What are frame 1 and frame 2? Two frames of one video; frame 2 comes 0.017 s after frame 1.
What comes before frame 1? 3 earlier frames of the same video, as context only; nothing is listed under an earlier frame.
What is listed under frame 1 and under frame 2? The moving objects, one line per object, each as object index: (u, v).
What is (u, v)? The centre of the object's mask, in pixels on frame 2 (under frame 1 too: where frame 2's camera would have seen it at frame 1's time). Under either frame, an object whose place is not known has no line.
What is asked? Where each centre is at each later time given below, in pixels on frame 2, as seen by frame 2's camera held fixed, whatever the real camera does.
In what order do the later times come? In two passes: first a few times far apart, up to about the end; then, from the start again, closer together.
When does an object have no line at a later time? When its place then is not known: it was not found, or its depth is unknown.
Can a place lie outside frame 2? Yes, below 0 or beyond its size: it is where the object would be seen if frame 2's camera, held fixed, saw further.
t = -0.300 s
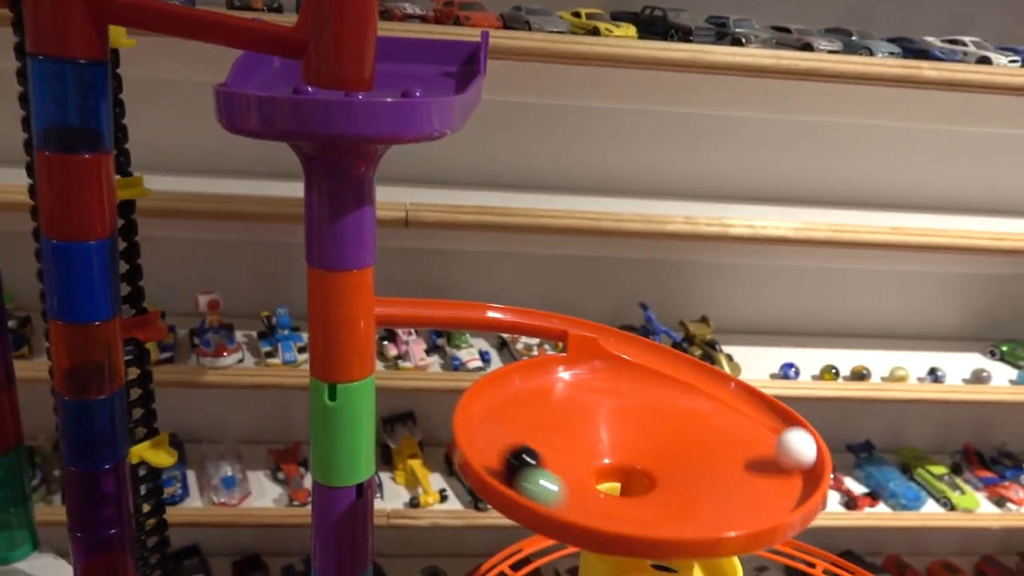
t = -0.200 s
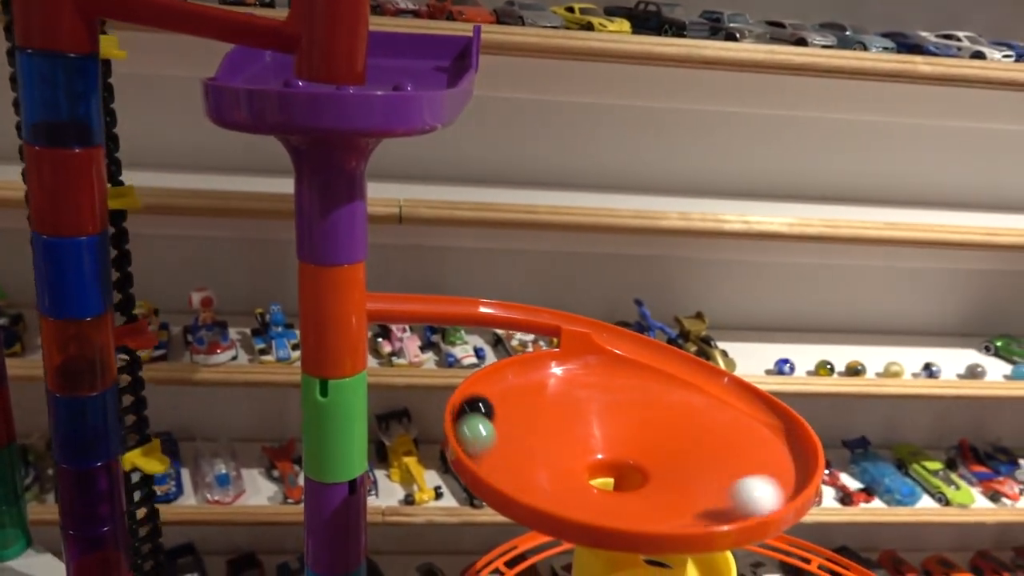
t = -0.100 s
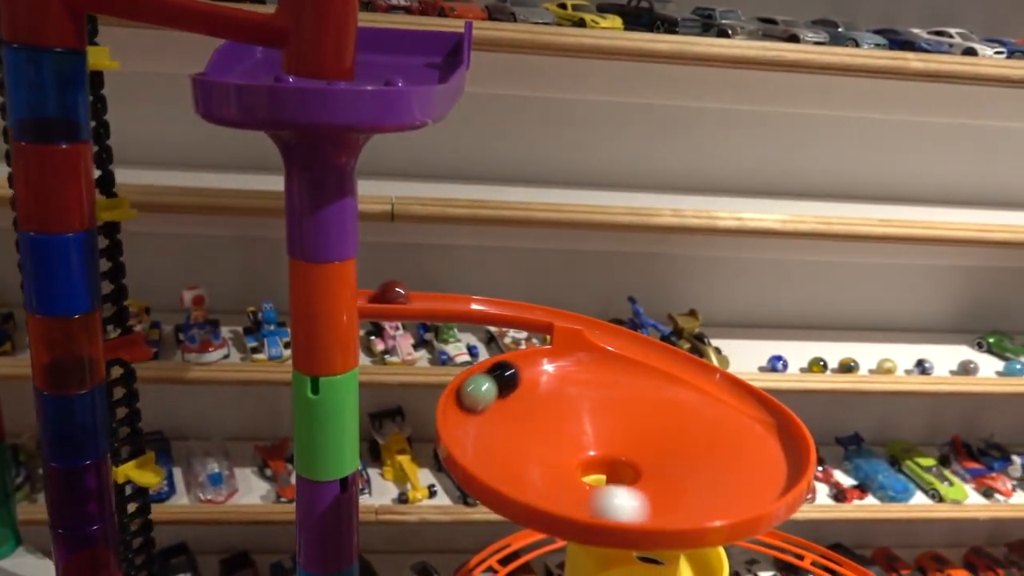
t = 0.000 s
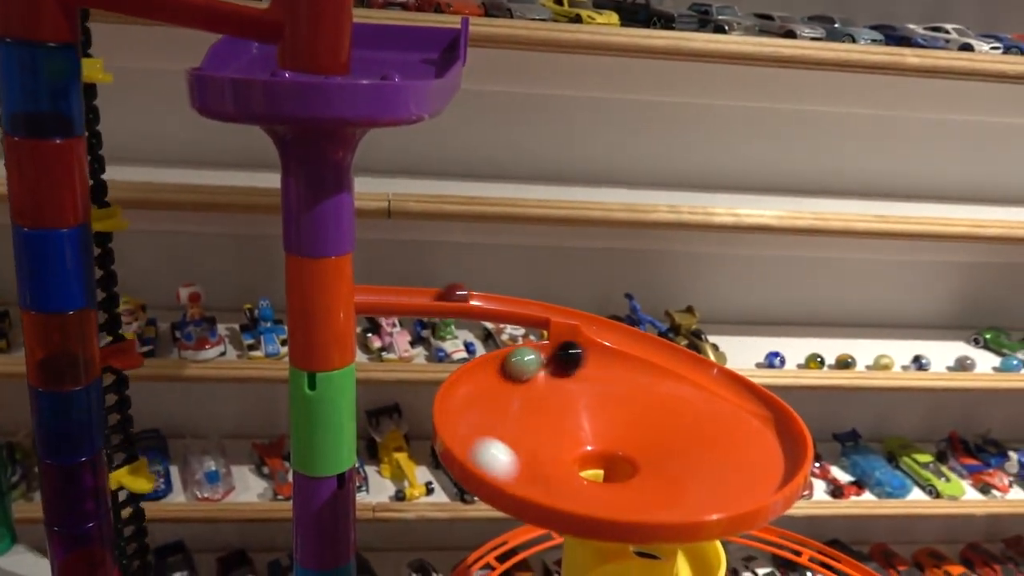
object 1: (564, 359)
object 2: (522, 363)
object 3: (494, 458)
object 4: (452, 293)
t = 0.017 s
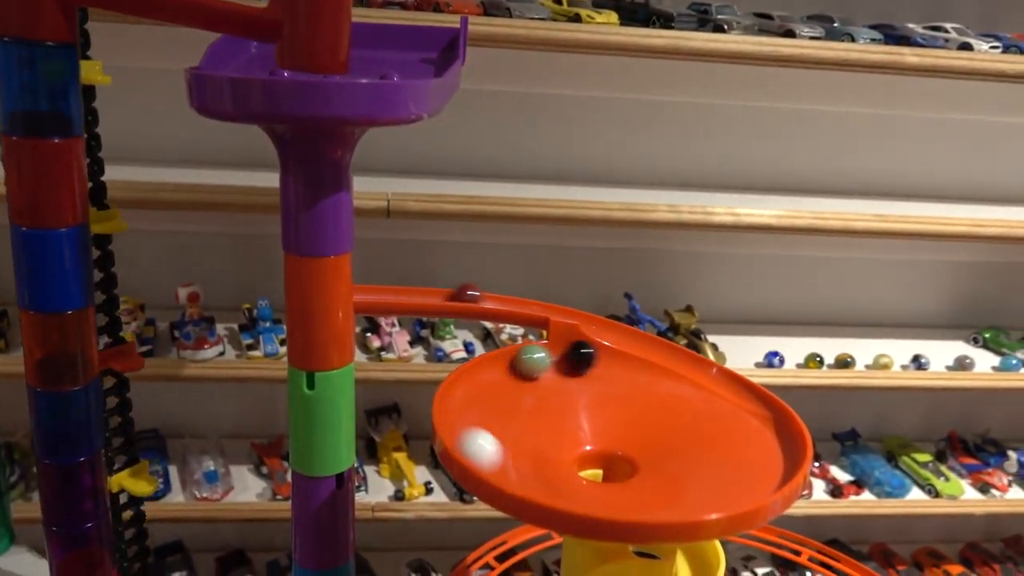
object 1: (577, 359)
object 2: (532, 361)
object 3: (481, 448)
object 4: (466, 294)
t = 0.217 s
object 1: (730, 389)
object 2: (677, 369)
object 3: (537, 359)
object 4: (669, 341)
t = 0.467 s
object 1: (744, 482)
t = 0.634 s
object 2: (647, 493)
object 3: (742, 486)
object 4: (614, 474)
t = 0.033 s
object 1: (589, 359)
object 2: (543, 359)
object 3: (471, 438)
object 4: (480, 296)
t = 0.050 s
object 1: (604, 360)
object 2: (555, 359)
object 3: (464, 428)
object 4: (496, 298)
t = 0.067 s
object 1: (617, 361)
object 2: (567, 358)
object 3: (459, 419)
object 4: (513, 300)
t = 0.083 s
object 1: (631, 363)
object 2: (579, 357)
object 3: (458, 410)
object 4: (527, 302)
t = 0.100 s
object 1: (643, 366)
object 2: (591, 355)
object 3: (462, 401)
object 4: (543, 305)
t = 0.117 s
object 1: (659, 367)
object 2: (603, 356)
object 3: (468, 392)
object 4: (561, 309)
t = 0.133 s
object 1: (673, 370)
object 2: (616, 358)
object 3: (475, 384)
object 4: (578, 314)
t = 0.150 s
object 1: (686, 373)
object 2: (629, 359)
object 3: (485, 377)
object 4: (594, 322)
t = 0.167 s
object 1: (699, 376)
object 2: (640, 361)
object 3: (495, 371)
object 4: (611, 330)
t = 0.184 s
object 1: (709, 381)
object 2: (652, 363)
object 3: (508, 366)
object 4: (631, 334)
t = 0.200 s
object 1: (720, 385)
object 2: (664, 365)
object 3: (521, 362)
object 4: (653, 337)
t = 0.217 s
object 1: (730, 389)
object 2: (677, 369)
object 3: (537, 359)
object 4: (669, 341)
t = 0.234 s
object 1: (739, 394)
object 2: (690, 375)
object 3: (554, 357)
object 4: (682, 349)
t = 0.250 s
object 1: (748, 399)
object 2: (703, 381)
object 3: (571, 357)
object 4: (695, 355)
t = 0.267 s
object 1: (756, 404)
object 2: (715, 385)
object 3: (587, 356)
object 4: (711, 361)
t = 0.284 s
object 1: (761, 410)
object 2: (728, 391)
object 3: (606, 357)
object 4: (726, 367)
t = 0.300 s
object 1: (765, 417)
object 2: (739, 396)
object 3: (623, 358)
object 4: (736, 374)
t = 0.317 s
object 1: (770, 424)
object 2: (748, 401)
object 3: (641, 360)
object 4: (741, 381)
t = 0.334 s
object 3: (658, 363)
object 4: (746, 386)
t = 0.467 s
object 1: (744, 482)
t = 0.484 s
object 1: (733, 487)
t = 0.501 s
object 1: (721, 491)
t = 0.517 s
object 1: (707, 493)
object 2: (746, 476)
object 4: (723, 448)
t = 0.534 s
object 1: (692, 496)
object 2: (736, 480)
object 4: (712, 454)
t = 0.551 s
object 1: (674, 497)
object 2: (724, 485)
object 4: (700, 459)
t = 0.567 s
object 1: (657, 498)
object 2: (711, 488)
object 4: (685, 464)
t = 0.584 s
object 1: (639, 498)
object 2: (697, 490)
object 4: (669, 467)
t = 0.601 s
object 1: (621, 497)
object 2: (681, 492)
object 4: (651, 472)
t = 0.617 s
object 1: (602, 495)
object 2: (664, 493)
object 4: (631, 474)
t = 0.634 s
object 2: (647, 493)
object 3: (742, 486)
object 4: (614, 474)
